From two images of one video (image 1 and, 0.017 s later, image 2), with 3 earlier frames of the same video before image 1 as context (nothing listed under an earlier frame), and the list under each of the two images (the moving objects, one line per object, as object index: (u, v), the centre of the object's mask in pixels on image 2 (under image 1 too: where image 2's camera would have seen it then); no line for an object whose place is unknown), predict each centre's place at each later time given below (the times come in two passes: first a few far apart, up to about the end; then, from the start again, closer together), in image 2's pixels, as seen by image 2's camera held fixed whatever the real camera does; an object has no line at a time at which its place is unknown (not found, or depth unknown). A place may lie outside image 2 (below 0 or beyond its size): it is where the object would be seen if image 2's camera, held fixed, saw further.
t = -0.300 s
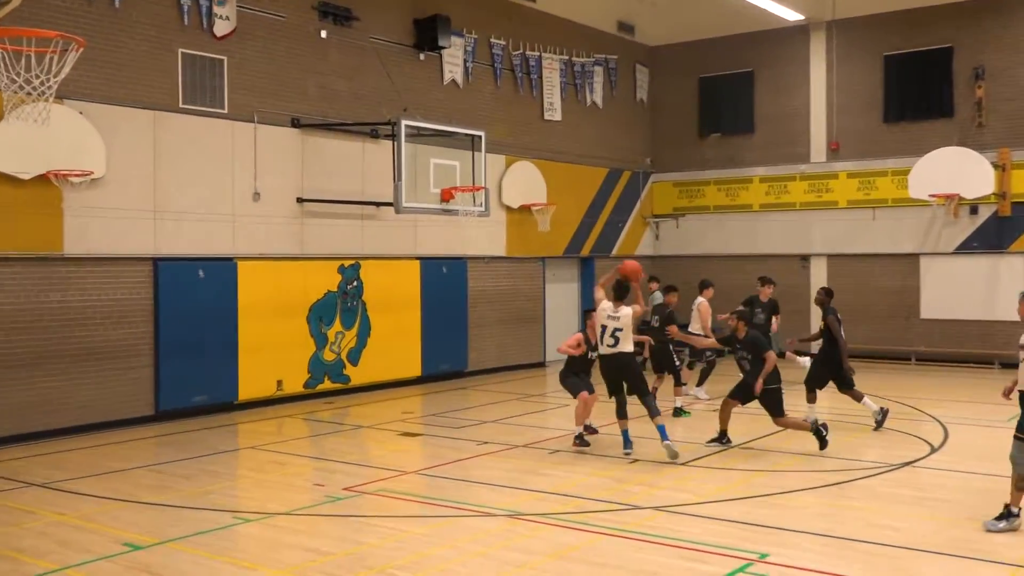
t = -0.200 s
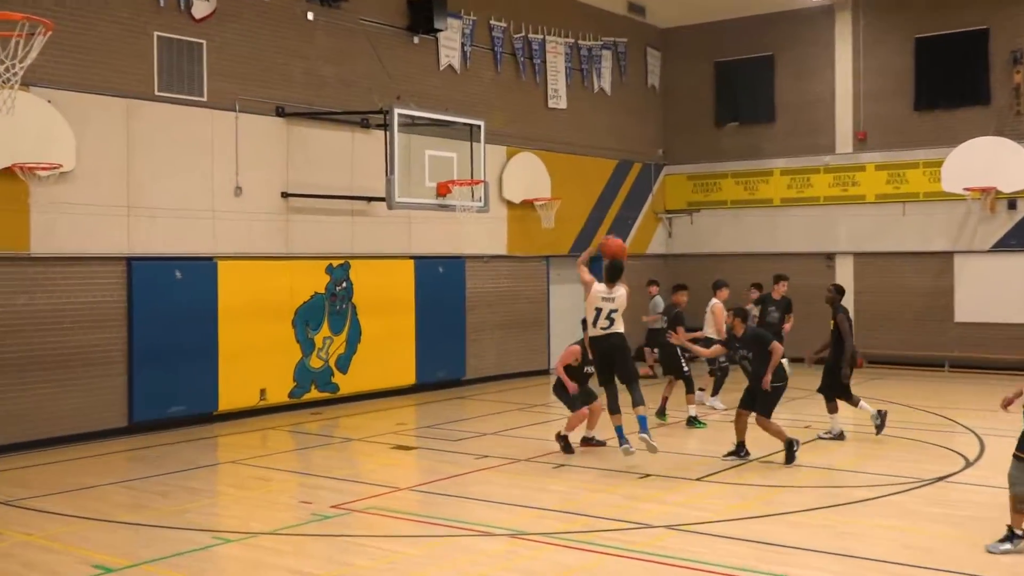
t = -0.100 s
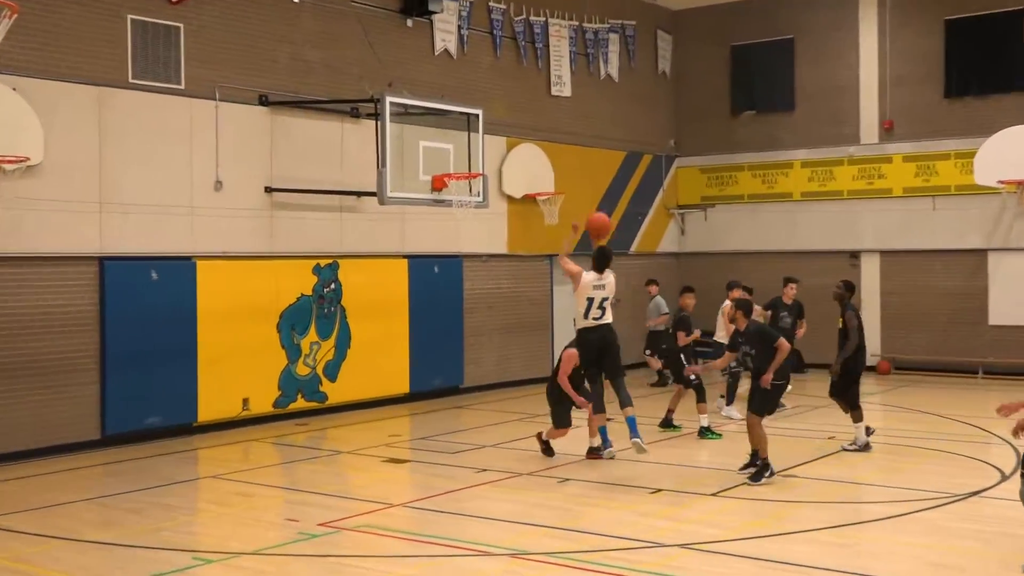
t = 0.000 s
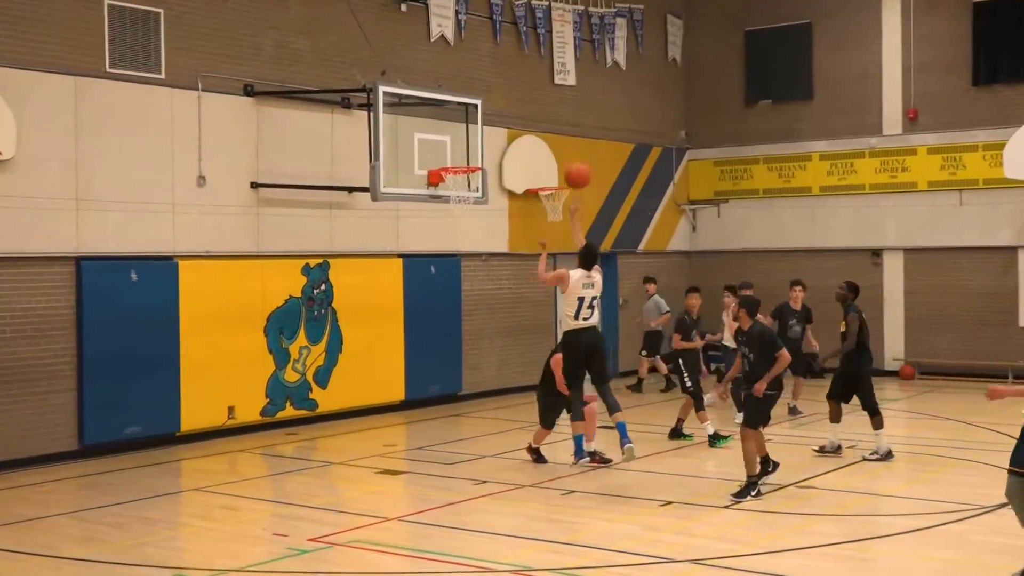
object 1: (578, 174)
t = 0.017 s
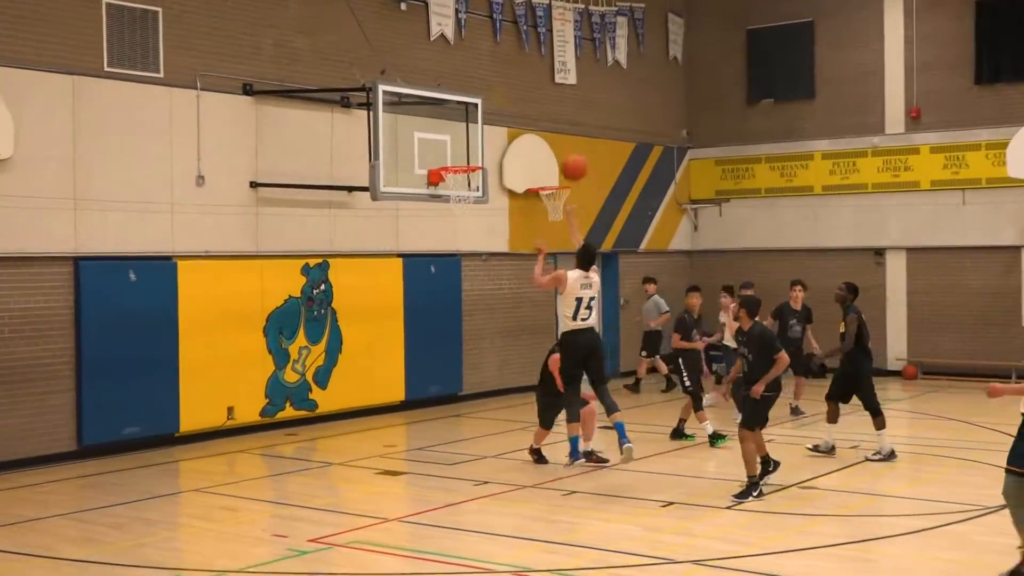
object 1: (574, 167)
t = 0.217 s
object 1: (524, 106)
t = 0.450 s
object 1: (474, 88)
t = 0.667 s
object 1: (434, 117)
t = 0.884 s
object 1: (477, 155)
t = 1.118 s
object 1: (530, 149)
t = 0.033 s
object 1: (569, 159)
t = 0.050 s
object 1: (565, 153)
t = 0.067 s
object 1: (560, 147)
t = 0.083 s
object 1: (556, 141)
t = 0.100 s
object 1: (552, 136)
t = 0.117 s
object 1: (547, 130)
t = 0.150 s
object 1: (540, 121)
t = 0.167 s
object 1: (536, 116)
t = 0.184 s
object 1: (531, 112)
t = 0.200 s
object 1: (527, 108)
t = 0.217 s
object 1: (524, 106)
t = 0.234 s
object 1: (520, 102)
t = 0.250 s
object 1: (516, 99)
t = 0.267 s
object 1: (512, 96)
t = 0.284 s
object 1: (508, 94)
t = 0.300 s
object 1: (504, 92)
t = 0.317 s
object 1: (501, 90)
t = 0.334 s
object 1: (498, 89)
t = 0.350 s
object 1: (494, 89)
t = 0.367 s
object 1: (491, 88)
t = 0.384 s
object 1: (488, 87)
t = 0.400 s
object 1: (484, 87)
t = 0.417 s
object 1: (480, 87)
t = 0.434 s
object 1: (477, 87)
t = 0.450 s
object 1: (474, 88)
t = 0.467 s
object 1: (470, 88)
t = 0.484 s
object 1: (467, 89)
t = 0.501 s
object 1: (465, 91)
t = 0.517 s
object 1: (461, 93)
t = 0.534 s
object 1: (458, 94)
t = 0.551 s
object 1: (455, 97)
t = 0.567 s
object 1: (451, 98)
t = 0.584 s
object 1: (449, 101)
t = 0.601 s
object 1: (446, 104)
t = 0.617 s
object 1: (444, 107)
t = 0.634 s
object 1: (441, 110)
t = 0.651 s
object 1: (437, 114)
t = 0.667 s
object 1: (434, 117)
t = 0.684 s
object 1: (432, 121)
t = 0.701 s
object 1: (429, 125)
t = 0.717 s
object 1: (430, 128)
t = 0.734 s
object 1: (435, 131)
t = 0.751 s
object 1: (440, 134)
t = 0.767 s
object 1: (445, 137)
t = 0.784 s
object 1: (450, 141)
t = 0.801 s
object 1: (455, 145)
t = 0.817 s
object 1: (460, 149)
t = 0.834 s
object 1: (464, 153)
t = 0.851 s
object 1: (470, 157)
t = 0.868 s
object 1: (473, 157)
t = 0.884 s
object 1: (477, 155)
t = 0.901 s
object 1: (481, 153)
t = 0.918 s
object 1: (484, 151)
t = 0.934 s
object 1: (488, 149)
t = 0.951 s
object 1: (491, 148)
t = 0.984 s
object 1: (499, 146)
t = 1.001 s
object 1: (503, 145)
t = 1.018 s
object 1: (506, 145)
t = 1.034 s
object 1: (510, 145)
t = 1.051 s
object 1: (514, 145)
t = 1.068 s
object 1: (518, 146)
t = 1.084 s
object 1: (523, 148)
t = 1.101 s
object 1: (526, 148)
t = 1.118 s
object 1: (530, 149)
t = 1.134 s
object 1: (535, 150)
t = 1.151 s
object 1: (539, 152)
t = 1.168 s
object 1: (542, 154)
